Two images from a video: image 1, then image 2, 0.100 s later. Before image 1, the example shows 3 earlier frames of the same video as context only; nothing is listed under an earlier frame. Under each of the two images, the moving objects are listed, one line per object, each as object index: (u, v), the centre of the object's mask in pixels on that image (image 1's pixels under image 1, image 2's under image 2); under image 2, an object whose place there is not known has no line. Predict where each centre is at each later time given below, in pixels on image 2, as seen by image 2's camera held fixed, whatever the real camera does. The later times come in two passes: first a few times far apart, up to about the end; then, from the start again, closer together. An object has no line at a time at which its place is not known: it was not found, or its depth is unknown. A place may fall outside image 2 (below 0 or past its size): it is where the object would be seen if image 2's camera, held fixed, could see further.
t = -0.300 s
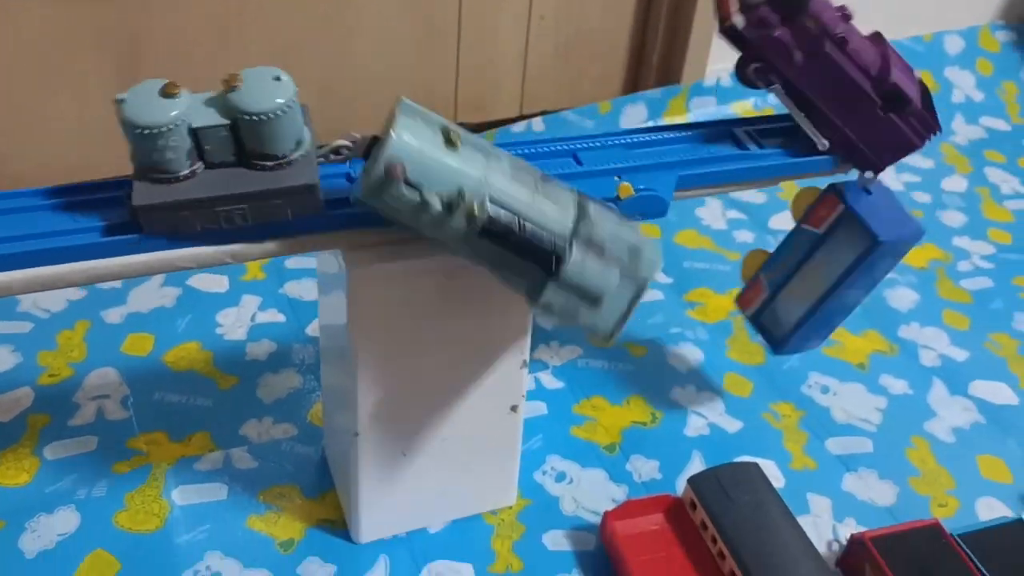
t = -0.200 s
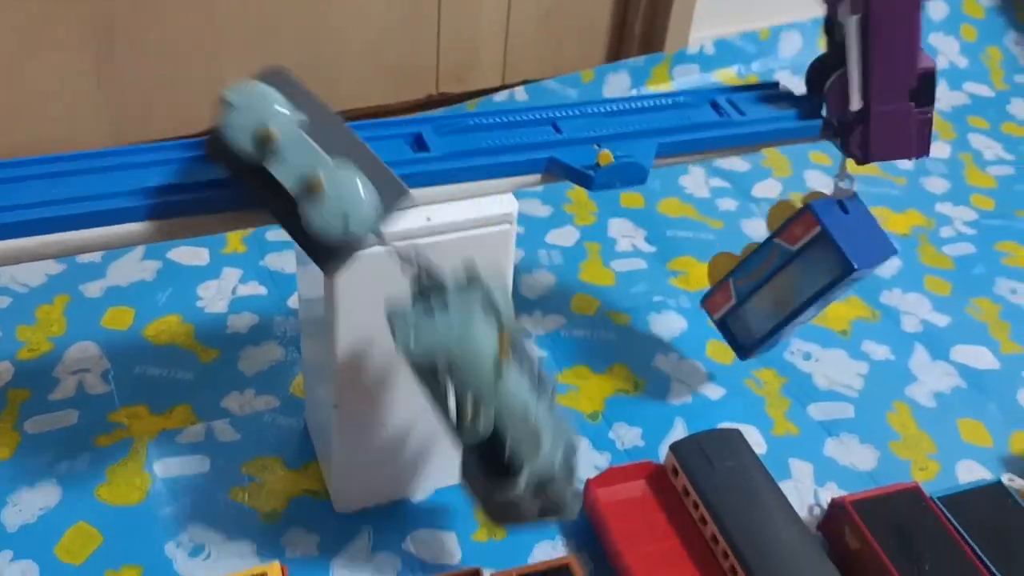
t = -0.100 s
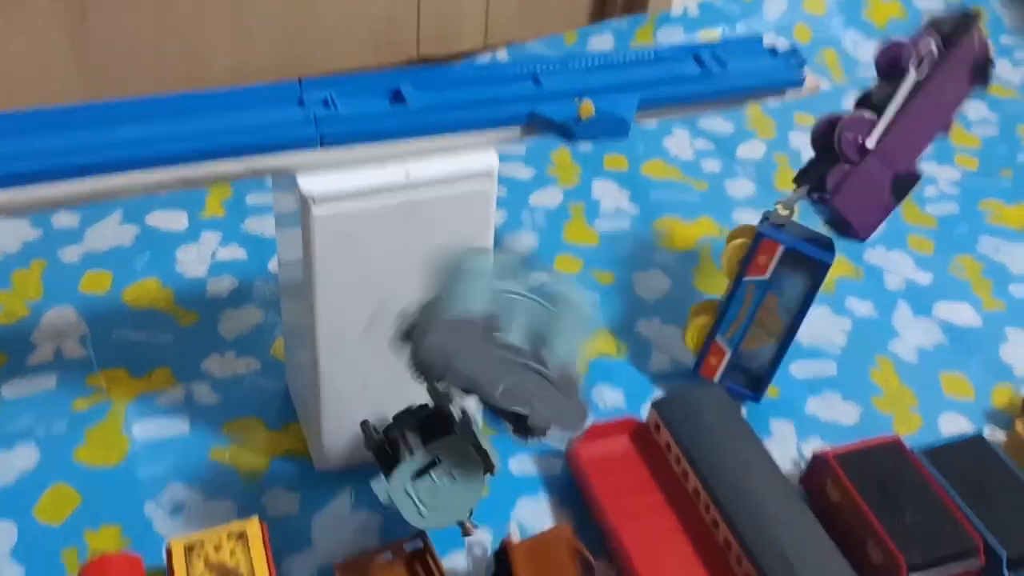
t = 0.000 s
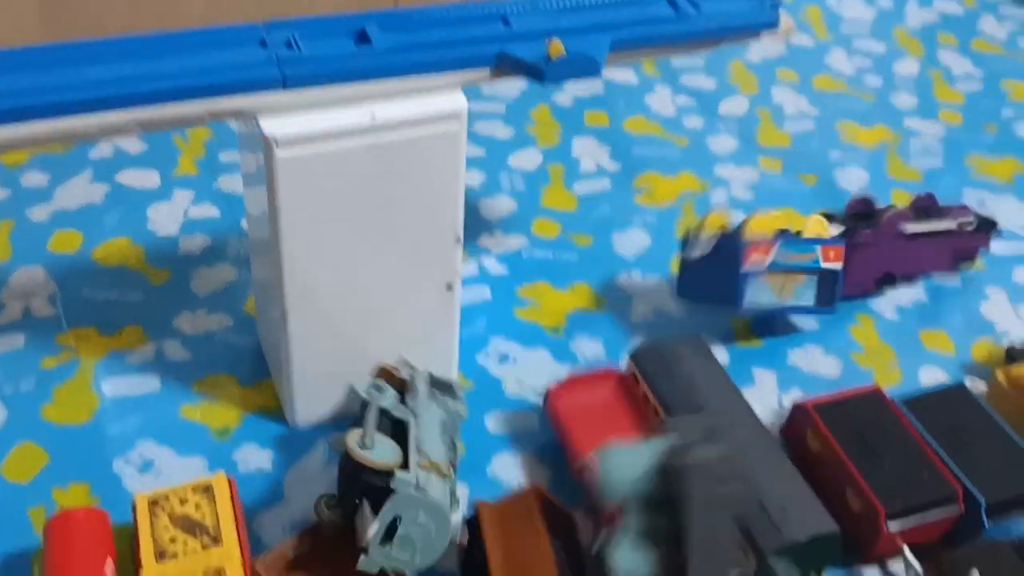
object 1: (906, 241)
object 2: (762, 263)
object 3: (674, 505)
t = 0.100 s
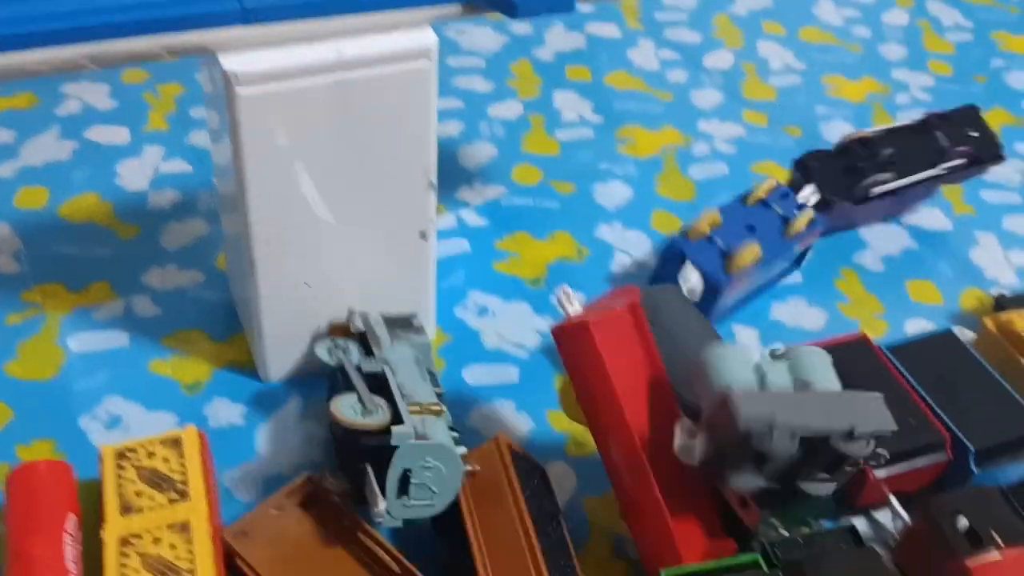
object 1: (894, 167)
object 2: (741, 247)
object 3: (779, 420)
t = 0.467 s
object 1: (882, 178)
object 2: (737, 245)
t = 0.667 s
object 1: (882, 179)
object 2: (738, 245)
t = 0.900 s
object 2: (738, 246)
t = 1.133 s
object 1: (881, 179)
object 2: (738, 245)
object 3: (857, 437)
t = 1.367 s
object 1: (881, 179)
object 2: (737, 246)
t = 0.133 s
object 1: (889, 176)
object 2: (738, 248)
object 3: (816, 423)
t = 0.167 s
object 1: (886, 183)
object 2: (736, 246)
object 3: (844, 434)
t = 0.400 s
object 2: (739, 246)
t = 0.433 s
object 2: (738, 246)
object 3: (858, 438)
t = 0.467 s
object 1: (882, 178)
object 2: (737, 245)
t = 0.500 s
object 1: (882, 178)
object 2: (737, 245)
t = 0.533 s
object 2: (738, 245)
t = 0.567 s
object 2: (738, 245)
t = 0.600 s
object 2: (738, 245)
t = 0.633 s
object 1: (881, 179)
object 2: (737, 245)
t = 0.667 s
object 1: (882, 179)
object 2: (738, 245)
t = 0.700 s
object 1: (882, 179)
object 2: (738, 245)
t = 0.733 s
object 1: (882, 179)
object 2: (738, 245)
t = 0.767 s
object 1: (882, 179)
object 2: (738, 245)
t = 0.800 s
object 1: (881, 178)
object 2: (738, 246)
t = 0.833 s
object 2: (738, 246)
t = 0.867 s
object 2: (738, 246)
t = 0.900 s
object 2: (738, 246)
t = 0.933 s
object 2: (738, 245)
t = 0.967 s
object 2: (738, 245)
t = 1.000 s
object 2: (738, 245)
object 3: (859, 438)
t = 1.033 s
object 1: (881, 178)
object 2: (738, 245)
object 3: (859, 439)
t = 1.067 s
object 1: (881, 178)
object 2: (738, 245)
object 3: (859, 439)
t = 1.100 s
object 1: (881, 179)
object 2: (738, 246)
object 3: (859, 439)
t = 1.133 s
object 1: (881, 179)
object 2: (738, 245)
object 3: (857, 437)
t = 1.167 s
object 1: (881, 178)
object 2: (738, 246)
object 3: (858, 438)
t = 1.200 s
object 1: (881, 178)
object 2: (738, 245)
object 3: (858, 438)
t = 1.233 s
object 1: (881, 178)
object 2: (738, 245)
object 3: (858, 439)
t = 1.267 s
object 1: (881, 178)
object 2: (738, 246)
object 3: (858, 439)
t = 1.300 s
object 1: (881, 179)
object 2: (738, 246)
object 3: (858, 439)
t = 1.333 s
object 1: (881, 179)
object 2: (738, 245)
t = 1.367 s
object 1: (881, 179)
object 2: (737, 246)
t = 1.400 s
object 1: (881, 178)
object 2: (737, 246)
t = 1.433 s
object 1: (882, 179)
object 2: (737, 246)
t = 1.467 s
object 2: (737, 246)
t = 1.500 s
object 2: (737, 246)
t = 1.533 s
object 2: (737, 246)
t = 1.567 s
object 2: (737, 245)
